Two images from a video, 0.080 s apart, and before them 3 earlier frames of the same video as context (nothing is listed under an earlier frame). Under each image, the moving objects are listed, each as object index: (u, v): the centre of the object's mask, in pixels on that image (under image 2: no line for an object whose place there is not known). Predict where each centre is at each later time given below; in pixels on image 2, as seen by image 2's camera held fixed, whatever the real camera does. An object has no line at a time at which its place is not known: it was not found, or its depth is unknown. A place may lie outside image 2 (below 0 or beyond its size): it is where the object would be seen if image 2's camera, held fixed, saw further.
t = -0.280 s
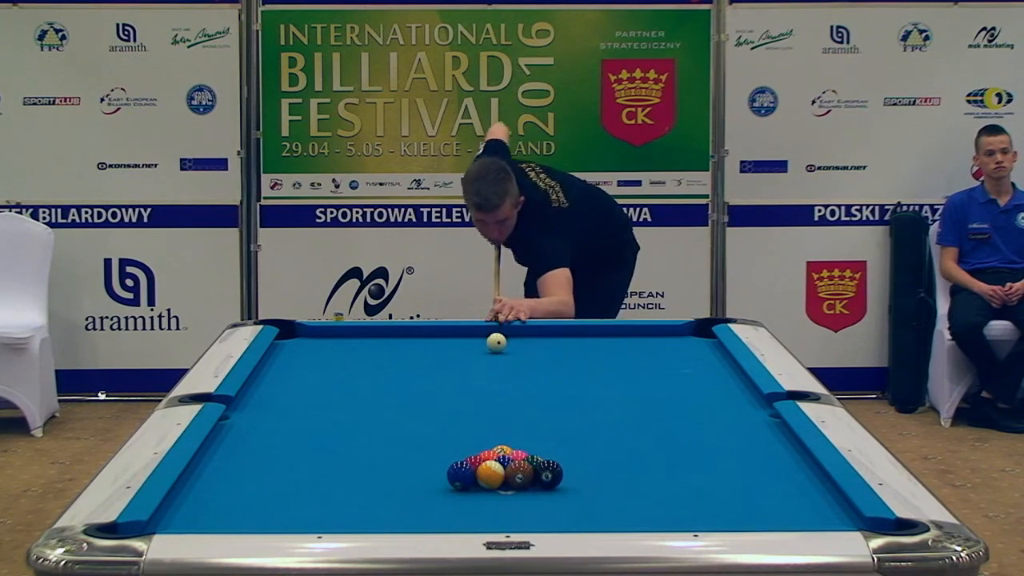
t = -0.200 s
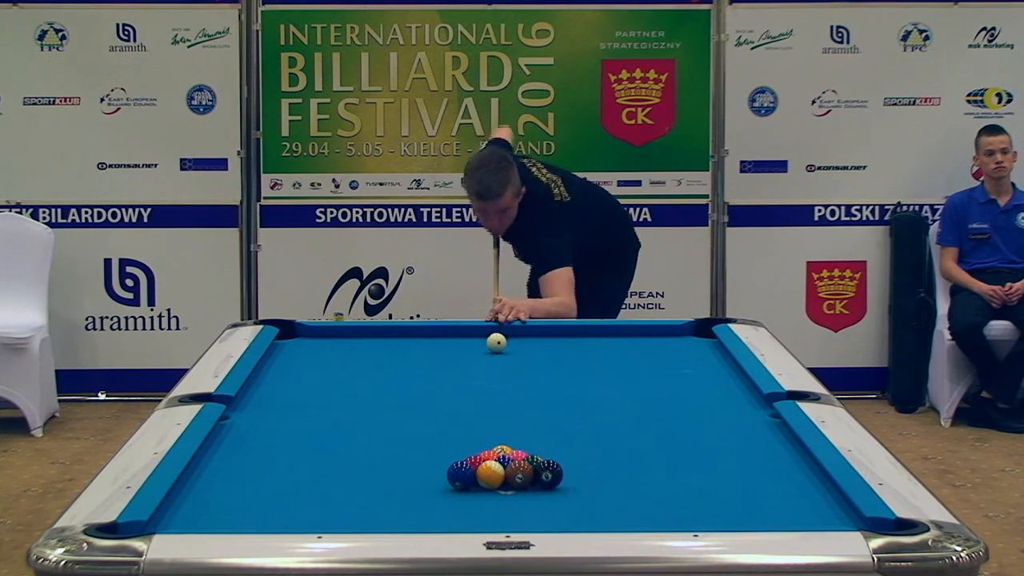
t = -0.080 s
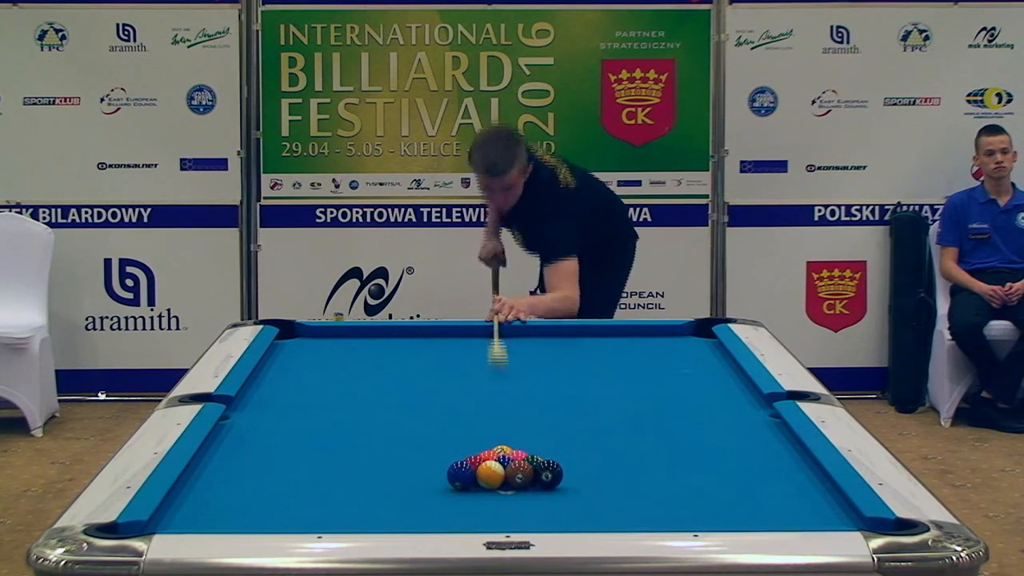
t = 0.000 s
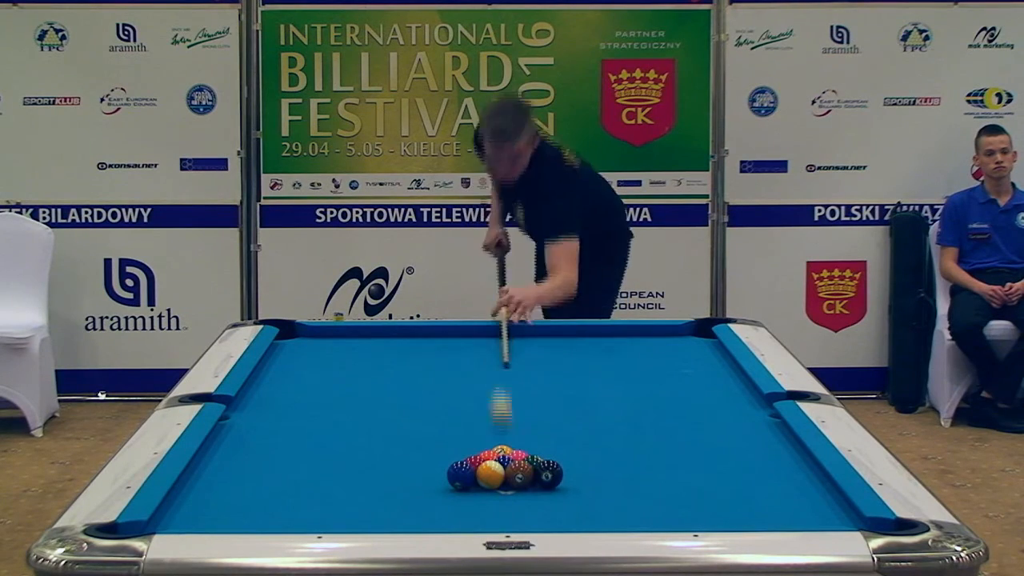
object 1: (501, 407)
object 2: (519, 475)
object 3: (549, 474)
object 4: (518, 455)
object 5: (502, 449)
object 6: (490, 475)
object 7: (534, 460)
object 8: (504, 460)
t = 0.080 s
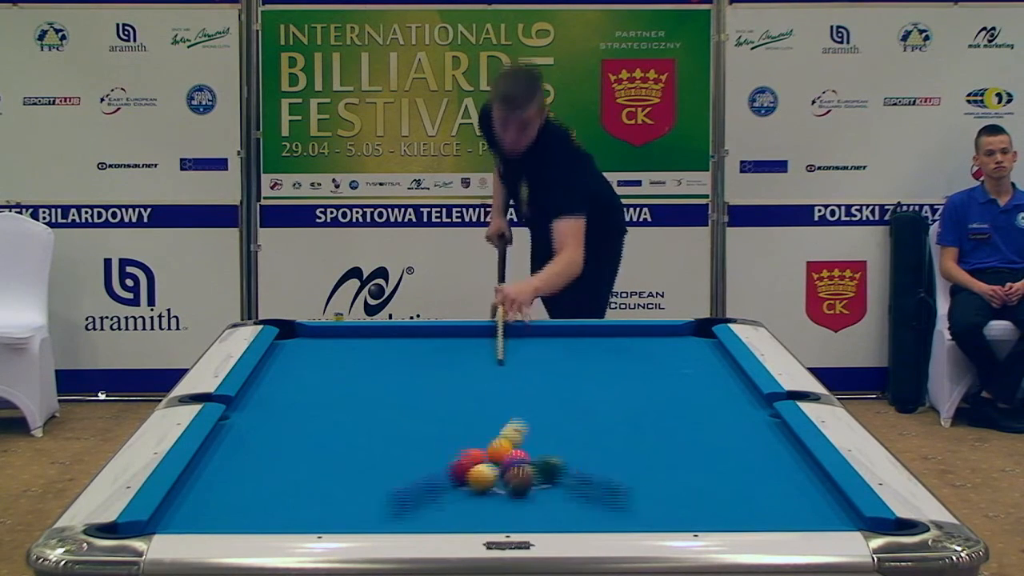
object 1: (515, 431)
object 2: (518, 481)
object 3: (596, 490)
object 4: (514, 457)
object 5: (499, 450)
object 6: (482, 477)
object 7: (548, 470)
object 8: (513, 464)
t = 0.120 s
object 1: (524, 423)
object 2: (517, 490)
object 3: (656, 507)
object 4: (512, 460)
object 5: (496, 449)
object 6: (472, 482)
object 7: (566, 470)
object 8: (536, 472)
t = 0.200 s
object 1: (545, 424)
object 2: (514, 506)
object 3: (762, 516)
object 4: (512, 460)
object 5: (492, 449)
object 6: (455, 488)
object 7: (598, 469)
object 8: (560, 474)
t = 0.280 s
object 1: (566, 421)
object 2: (512, 517)
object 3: (802, 498)
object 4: (509, 459)
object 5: (488, 447)
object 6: (439, 496)
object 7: (627, 469)
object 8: (586, 475)
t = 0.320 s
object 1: (574, 420)
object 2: (510, 520)
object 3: (817, 487)
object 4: (507, 459)
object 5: (486, 445)
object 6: (431, 499)
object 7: (641, 469)
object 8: (599, 475)
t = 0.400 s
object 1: (592, 417)
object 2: (512, 518)
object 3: (775, 469)
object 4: (505, 457)
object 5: (483, 443)
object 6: (414, 507)
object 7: (669, 468)
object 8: (625, 477)
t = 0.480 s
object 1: (608, 412)
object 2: (514, 514)
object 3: (732, 454)
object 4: (503, 455)
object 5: (478, 439)
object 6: (397, 512)
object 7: (697, 468)
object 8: (650, 480)
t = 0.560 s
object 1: (623, 408)
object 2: (517, 506)
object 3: (694, 441)
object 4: (501, 454)
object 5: (475, 436)
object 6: (381, 517)
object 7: (726, 468)
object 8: (676, 480)
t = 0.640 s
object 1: (636, 405)
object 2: (519, 500)
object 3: (659, 429)
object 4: (499, 453)
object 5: (471, 432)
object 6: (363, 521)
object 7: (754, 467)
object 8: (702, 483)
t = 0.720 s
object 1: (650, 402)
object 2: (522, 493)
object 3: (627, 418)
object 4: (498, 452)
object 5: (467, 429)
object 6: (351, 521)
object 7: (780, 467)
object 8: (728, 484)
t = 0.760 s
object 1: (656, 401)
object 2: (523, 490)
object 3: (613, 413)
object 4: (497, 451)
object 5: (465, 428)
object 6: (349, 520)
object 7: (794, 466)
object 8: (740, 485)
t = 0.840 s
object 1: (668, 398)
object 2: (525, 483)
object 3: (584, 403)
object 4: (495, 450)
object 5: (462, 424)
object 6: (342, 518)
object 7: (797, 465)
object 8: (765, 485)
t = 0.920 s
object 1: (680, 395)
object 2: (527, 477)
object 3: (557, 394)
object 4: (493, 449)
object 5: (458, 422)
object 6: (336, 516)
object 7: (780, 463)
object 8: (792, 488)
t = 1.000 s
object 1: (692, 393)
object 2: (529, 471)
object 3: (531, 385)
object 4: (492, 448)
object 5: (455, 419)
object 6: (330, 514)
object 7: (763, 463)
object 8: (816, 489)
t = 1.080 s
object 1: (703, 390)
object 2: (531, 466)
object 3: (507, 377)
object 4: (490, 447)
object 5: (451, 416)
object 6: (324, 512)
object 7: (748, 462)
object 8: (817, 490)
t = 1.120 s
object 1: (708, 389)
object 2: (533, 463)
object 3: (495, 373)
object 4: (490, 446)
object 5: (450, 415)
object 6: (320, 510)
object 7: (740, 462)
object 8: (811, 490)
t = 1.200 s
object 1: (719, 387)
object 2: (534, 458)
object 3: (473, 365)
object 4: (489, 445)
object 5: (446, 412)
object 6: (315, 506)
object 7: (724, 460)
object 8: (796, 491)
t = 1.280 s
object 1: (730, 384)
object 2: (536, 452)
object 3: (452, 359)
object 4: (487, 444)
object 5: (444, 409)
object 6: (310, 503)
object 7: (709, 460)
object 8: (784, 493)
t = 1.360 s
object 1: (739, 382)
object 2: (538, 447)
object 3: (431, 351)
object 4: (486, 443)
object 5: (441, 407)
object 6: (304, 500)
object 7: (695, 459)
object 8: (773, 493)
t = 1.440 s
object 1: (734, 380)
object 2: (539, 443)
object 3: (412, 344)
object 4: (485, 442)
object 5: (438, 404)
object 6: (299, 497)
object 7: (680, 458)
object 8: (759, 492)
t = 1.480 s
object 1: (730, 380)
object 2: (541, 440)
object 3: (403, 341)
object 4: (485, 442)
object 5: (436, 403)
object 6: (296, 496)
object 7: (673, 457)
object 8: (753, 493)
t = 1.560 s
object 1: (723, 378)
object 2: (542, 436)
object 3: (385, 335)
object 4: (483, 441)
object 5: (434, 401)
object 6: (291, 493)
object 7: (659, 456)
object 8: (742, 495)
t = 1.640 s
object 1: (716, 377)
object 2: (544, 431)
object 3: (369, 332)
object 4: (483, 441)
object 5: (431, 399)
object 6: (287, 490)
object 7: (645, 455)
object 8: (732, 495)
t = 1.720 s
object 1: (709, 376)
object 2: (545, 426)
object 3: (335, 335)
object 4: (482, 440)
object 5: (428, 396)
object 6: (282, 487)
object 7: (632, 455)
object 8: (720, 495)
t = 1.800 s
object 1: (702, 374)
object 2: (547, 423)
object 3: (306, 339)
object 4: (481, 440)
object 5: (426, 394)
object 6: (278, 485)
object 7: (619, 454)
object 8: (708, 497)
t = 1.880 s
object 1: (696, 373)
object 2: (548, 419)
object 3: (284, 342)
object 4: (480, 439)
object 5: (424, 392)
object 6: (274, 482)
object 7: (607, 453)
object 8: (698, 498)
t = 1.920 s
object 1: (692, 372)
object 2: (549, 416)
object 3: (293, 344)
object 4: (480, 439)
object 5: (422, 391)
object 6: (271, 481)
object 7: (601, 452)
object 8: (693, 498)
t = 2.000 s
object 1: (686, 371)
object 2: (550, 413)
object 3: (308, 348)
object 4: (479, 438)
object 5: (420, 389)
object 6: (267, 479)
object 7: (588, 452)
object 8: (683, 498)
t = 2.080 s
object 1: (680, 370)
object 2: (552, 409)
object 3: (322, 351)
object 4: (478, 438)
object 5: (418, 387)
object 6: (262, 476)
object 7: (576, 451)
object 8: (672, 499)
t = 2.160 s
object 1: (674, 369)
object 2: (553, 405)
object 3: (335, 355)
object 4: (478, 438)
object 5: (415, 386)
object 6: (258, 474)
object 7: (565, 450)
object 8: (661, 500)
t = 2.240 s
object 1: (668, 368)
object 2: (554, 402)
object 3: (349, 358)
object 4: (477, 437)
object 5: (413, 384)
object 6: (255, 472)
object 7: (553, 449)
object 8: (652, 501)
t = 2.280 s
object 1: (666, 367)
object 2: (555, 400)
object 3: (356, 360)
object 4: (477, 437)
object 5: (413, 383)
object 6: (253, 471)
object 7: (548, 449)
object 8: (648, 501)
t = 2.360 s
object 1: (660, 366)
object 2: (556, 397)
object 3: (370, 364)
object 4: (476, 437)
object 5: (410, 381)
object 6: (249, 469)
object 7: (537, 448)
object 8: (639, 501)
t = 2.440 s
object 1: (655, 365)
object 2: (557, 394)
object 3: (384, 368)
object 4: (475, 437)
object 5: (408, 379)
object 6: (246, 467)
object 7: (526, 448)
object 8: (629, 502)
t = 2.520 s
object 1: (649, 364)
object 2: (558, 391)
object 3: (395, 368)
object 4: (475, 436)
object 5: (406, 378)
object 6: (242, 465)
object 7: (515, 447)
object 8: (620, 503)
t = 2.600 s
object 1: (644, 363)
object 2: (559, 388)
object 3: (419, 372)
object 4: (474, 436)
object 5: (401, 378)
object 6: (238, 463)
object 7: (505, 446)
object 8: (611, 504)
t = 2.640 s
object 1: (641, 363)
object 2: (560, 386)
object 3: (427, 373)
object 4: (475, 436)
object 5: (398, 380)
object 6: (236, 462)
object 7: (500, 446)
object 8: (607, 504)
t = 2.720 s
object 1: (637, 362)
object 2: (561, 383)
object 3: (445, 373)
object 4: (473, 435)
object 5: (392, 382)
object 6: (233, 461)
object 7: (491, 446)
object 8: (599, 503)
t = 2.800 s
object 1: (632, 361)
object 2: (562, 381)
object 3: (462, 372)
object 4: (472, 433)
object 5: (386, 384)
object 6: (229, 459)
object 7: (481, 445)
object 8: (590, 505)
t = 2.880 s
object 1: (627, 360)
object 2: (562, 378)
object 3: (479, 372)
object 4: (477, 430)
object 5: (381, 386)
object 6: (226, 458)
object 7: (471, 445)
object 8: (581, 504)
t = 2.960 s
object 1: (623, 359)
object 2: (563, 375)
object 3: (496, 372)
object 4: (477, 435)
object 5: (375, 388)
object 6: (223, 456)
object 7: (461, 444)
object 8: (573, 505)
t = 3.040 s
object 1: (618, 359)
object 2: (564, 372)
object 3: (516, 372)
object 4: (475, 436)
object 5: (369, 390)
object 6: (220, 455)
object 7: (452, 443)
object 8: (565, 506)
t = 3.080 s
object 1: (616, 358)
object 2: (565, 371)
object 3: (524, 372)
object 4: (474, 436)
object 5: (366, 391)
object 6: (218, 454)
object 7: (448, 443)
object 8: (562, 507)
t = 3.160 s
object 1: (613, 358)
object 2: (565, 369)
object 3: (540, 371)
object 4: (474, 436)
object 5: (360, 393)
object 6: (215, 453)
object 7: (439, 442)
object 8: (556, 507)
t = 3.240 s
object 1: (609, 357)
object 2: (569, 365)
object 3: (556, 372)
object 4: (474, 436)
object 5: (355, 394)
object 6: (213, 451)
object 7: (431, 442)
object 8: (549, 507)
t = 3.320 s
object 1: (605, 356)
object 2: (564, 361)
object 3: (574, 372)
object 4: (474, 435)
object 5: (350, 396)
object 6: (212, 450)
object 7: (423, 442)
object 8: (542, 507)
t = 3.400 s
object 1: (602, 354)
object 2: (567, 362)
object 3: (591, 371)
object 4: (475, 436)
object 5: (344, 398)
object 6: (214, 449)
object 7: (414, 441)
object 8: (534, 508)
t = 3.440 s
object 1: (599, 353)
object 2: (568, 361)
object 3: (600, 370)
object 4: (475, 436)
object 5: (341, 399)
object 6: (216, 449)
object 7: (411, 441)
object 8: (531, 508)
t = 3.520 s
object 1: (596, 355)
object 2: (569, 358)
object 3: (615, 371)
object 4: (474, 436)
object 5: (336, 401)
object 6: (218, 448)
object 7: (403, 440)
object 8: (525, 509)
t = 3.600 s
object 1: (592, 354)
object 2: (570, 356)
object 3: (631, 371)
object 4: (475, 436)
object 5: (331, 402)
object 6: (220, 447)
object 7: (396, 440)
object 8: (519, 509)
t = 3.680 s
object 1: (591, 354)
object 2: (570, 355)
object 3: (647, 371)
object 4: (474, 436)
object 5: (325, 404)
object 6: (223, 445)
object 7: (388, 439)
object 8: (513, 510)
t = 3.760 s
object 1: (591, 353)
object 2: (567, 353)
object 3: (661, 371)
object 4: (474, 436)
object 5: (320, 406)
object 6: (225, 445)
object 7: (381, 439)
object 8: (508, 510)
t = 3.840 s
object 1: (592, 352)
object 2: (565, 352)
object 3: (677, 371)
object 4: (474, 436)
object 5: (315, 407)
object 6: (226, 445)
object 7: (375, 438)
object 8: (503, 510)
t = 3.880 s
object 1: (592, 352)
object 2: (564, 352)
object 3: (685, 371)
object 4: (474, 436)
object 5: (313, 408)
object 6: (227, 444)
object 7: (371, 438)
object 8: (501, 510)
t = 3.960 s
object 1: (593, 351)
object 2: (563, 351)
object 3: (699, 371)
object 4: (474, 436)
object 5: (308, 410)
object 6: (229, 444)
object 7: (365, 438)
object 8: (495, 510)
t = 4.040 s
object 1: (593, 351)
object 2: (562, 350)
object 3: (715, 371)
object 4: (474, 436)
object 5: (303, 411)
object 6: (231, 443)
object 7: (359, 438)
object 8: (490, 510)
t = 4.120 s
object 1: (594, 350)
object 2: (561, 349)
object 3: (730, 371)
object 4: (474, 436)
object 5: (298, 413)
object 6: (232, 443)
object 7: (353, 437)
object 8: (485, 510)
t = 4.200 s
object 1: (594, 349)
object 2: (560, 348)
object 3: (725, 370)
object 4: (474, 436)
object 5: (293, 415)
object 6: (233, 442)
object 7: (347, 437)
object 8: (480, 510)
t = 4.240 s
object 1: (594, 349)
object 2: (559, 348)
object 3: (721, 370)
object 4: (475, 436)
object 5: (291, 415)
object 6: (234, 442)
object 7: (344, 437)
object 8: (478, 511)
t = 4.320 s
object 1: (595, 348)
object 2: (558, 347)
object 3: (714, 369)
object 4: (475, 436)
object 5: (286, 417)
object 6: (235, 441)
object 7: (339, 437)
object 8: (474, 511)
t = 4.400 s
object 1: (595, 348)
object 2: (557, 346)
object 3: (707, 369)
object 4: (475, 436)
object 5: (281, 418)
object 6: (236, 441)
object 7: (333, 436)
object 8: (471, 512)
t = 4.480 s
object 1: (596, 348)
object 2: (556, 346)
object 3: (700, 368)
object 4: (475, 436)
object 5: (276, 420)
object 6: (236, 441)
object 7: (328, 436)
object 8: (468, 512)
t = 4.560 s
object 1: (597, 347)
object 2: (554, 345)
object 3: (694, 368)
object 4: (475, 436)
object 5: (272, 421)
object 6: (237, 440)
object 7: (323, 436)
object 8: (465, 512)
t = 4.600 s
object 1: (597, 347)
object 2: (554, 344)
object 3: (690, 367)
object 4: (474, 436)
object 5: (269, 422)
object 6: (237, 440)
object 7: (321, 435)
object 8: (463, 512)
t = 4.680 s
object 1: (597, 347)
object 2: (553, 344)
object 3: (683, 367)
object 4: (474, 436)
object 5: (265, 424)
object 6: (237, 440)
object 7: (316, 435)
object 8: (461, 512)
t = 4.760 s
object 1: (597, 346)
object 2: (552, 343)
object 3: (677, 367)
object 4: (474, 436)
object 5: (261, 425)
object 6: (238, 440)
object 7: (312, 435)
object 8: (458, 512)
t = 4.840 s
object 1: (597, 346)
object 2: (551, 343)
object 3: (671, 367)
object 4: (474, 436)
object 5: (257, 426)
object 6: (238, 440)
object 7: (308, 435)
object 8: (456, 512)
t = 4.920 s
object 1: (598, 346)
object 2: (550, 342)
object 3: (665, 366)
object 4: (474, 436)
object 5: (254, 426)
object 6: (238, 440)
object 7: (304, 434)
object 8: (454, 512)
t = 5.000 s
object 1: (598, 346)
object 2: (550, 342)
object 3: (660, 365)
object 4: (474, 436)
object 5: (251, 426)
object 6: (238, 440)
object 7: (301, 434)
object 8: (452, 512)
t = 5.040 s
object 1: (598, 346)
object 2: (549, 341)
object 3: (657, 365)
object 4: (474, 436)
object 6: (238, 440)
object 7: (299, 434)
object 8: (451, 512)
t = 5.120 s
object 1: (598, 345)
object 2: (548, 340)
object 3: (651, 365)
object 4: (474, 436)
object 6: (239, 440)
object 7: (296, 434)
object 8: (449, 512)
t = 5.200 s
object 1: (598, 345)
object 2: (548, 340)
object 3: (646, 365)
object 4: (474, 436)
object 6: (238, 440)
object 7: (293, 434)
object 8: (448, 512)
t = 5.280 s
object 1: (597, 345)
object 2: (547, 340)
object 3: (641, 364)
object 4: (474, 436)
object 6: (238, 440)
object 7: (290, 433)
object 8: (447, 512)
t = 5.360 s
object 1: (597, 345)
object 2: (546, 339)
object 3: (636, 364)
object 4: (475, 436)
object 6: (238, 440)
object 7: (287, 433)
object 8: (446, 512)
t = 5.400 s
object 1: (597, 345)
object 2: (546, 339)
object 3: (634, 364)
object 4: (475, 436)
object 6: (238, 440)
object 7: (285, 433)
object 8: (446, 513)
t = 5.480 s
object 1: (597, 345)
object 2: (545, 338)
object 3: (629, 363)
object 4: (475, 436)
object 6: (238, 440)
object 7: (283, 433)
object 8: (445, 513)
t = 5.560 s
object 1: (597, 345)
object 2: (545, 338)
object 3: (625, 363)
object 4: (475, 436)
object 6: (239, 441)
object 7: (281, 433)
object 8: (445, 513)
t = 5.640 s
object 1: (597, 345)
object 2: (544, 338)
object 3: (621, 363)
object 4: (475, 436)
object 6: (239, 441)
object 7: (279, 433)
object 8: (445, 512)
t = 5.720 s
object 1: (597, 345)
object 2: (543, 337)
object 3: (617, 363)
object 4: (475, 436)
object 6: (240, 441)
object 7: (277, 433)
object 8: (445, 512)
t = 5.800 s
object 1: (596, 344)
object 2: (543, 337)
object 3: (613, 362)
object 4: (475, 436)
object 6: (240, 441)
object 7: (275, 432)
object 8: (445, 512)
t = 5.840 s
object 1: (596, 344)
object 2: (543, 337)
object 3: (612, 362)
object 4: (475, 436)
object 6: (240, 442)
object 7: (275, 433)
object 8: (445, 512)
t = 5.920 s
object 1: (596, 344)
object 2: (542, 337)
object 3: (608, 362)
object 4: (474, 436)
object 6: (241, 442)
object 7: (274, 432)
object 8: (445, 512)
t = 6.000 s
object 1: (596, 344)
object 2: (541, 336)
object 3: (604, 362)
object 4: (474, 436)
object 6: (242, 442)
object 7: (273, 433)
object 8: (445, 512)
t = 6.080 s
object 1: (596, 344)
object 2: (541, 336)
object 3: (601, 362)
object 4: (474, 436)
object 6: (242, 442)
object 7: (272, 432)
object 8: (445, 512)
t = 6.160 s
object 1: (596, 343)
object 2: (540, 336)
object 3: (598, 361)
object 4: (475, 436)
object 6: (243, 442)
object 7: (271, 432)
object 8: (445, 512)
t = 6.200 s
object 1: (596, 343)
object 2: (540, 336)
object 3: (597, 361)
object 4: (475, 436)
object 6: (243, 442)
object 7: (271, 432)
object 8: (445, 512)
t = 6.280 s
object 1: (596, 343)
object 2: (539, 336)
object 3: (594, 361)
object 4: (475, 436)
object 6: (243, 442)
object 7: (271, 432)
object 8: (445, 512)
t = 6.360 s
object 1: (596, 343)
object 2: (539, 336)
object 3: (591, 361)
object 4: (475, 436)
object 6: (243, 442)
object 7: (271, 432)
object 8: (445, 512)
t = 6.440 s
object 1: (597, 344)
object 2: (538, 336)
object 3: (589, 361)
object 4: (474, 436)
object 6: (243, 442)
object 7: (271, 432)
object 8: (445, 512)
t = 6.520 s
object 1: (597, 344)
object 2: (538, 335)
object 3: (586, 361)
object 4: (474, 436)
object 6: (243, 442)
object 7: (271, 432)
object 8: (445, 512)
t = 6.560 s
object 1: (597, 344)
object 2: (538, 335)
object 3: (585, 361)
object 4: (474, 436)
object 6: (243, 442)
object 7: (271, 432)
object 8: (445, 512)
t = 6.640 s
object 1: (596, 345)
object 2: (538, 335)
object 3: (583, 361)
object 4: (474, 436)
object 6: (243, 442)
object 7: (271, 432)
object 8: (445, 512)
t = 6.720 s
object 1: (596, 345)
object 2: (537, 335)
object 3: (582, 360)
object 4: (474, 436)
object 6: (243, 442)
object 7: (271, 432)
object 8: (445, 512)
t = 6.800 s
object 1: (596, 345)
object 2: (537, 335)
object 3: (580, 361)
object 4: (475, 436)
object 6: (243, 442)
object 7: (271, 432)
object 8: (445, 512)
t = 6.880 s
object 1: (596, 345)
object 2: (537, 335)
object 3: (579, 360)
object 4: (475, 436)
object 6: (243, 442)
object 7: (271, 432)
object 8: (445, 512)
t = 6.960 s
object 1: (596, 345)
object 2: (537, 335)
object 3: (577, 360)
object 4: (475, 436)
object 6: (243, 442)
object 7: (271, 432)
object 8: (445, 512)
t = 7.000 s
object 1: (596, 345)
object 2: (537, 335)
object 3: (577, 360)
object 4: (474, 436)
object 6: (243, 442)
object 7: (271, 432)
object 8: (445, 512)
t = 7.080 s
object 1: (596, 345)
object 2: (537, 335)
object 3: (576, 360)
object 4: (474, 436)
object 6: (243, 442)
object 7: (271, 432)
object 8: (445, 512)
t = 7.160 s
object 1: (596, 345)
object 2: (537, 335)
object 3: (575, 360)
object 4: (474, 436)
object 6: (243, 442)
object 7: (271, 432)
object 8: (445, 512)
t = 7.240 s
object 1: (596, 345)
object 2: (537, 335)
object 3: (575, 360)
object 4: (474, 436)
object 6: (243, 442)
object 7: (271, 432)
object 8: (445, 512)
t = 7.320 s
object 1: (596, 345)
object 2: (537, 335)
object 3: (574, 360)
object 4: (474, 436)
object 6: (243, 442)
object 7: (271, 432)
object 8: (445, 512)
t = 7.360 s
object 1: (596, 345)
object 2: (537, 335)
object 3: (574, 360)
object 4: (474, 436)
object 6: (243, 442)
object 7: (271, 432)
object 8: (445, 512)
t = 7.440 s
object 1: (596, 345)
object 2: (537, 335)
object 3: (574, 360)
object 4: (474, 436)
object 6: (243, 442)
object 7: (271, 432)
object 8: (445, 512)
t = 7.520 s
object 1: (596, 345)
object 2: (538, 335)
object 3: (574, 360)
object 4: (474, 436)
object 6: (243, 442)
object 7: (271, 432)
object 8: (445, 512)
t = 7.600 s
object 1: (596, 345)
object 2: (538, 335)
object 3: (574, 360)
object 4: (474, 436)
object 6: (243, 442)
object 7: (271, 432)
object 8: (445, 512)
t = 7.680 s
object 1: (596, 345)
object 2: (537, 335)
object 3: (574, 360)
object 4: (474, 436)
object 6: (243, 442)
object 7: (271, 432)
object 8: (445, 512)
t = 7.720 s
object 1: (597, 345)
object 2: (538, 335)
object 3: (574, 360)
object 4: (474, 436)
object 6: (243, 442)
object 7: (271, 432)
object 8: (445, 512)
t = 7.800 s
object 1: (597, 345)
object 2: (538, 335)
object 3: (574, 360)
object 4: (474, 436)
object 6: (243, 442)
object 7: (271, 432)
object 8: (445, 512)
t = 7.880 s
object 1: (596, 345)
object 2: (538, 335)
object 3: (574, 360)
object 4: (474, 436)
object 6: (243, 442)
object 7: (271, 432)
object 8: (445, 512)
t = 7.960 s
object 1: (596, 345)
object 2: (538, 335)
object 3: (574, 360)
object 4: (474, 436)
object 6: (243, 442)
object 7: (271, 432)
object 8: (445, 512)
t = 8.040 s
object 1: (596, 345)
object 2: (538, 335)
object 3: (574, 360)
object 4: (474, 436)
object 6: (243, 442)
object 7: (271, 432)
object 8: (445, 512)
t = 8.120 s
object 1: (596, 345)
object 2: (538, 335)
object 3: (574, 360)
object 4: (474, 436)
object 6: (243, 442)
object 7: (271, 432)
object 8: (445, 512)
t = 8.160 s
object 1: (596, 345)
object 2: (538, 335)
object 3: (574, 360)
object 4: (474, 436)
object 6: (243, 442)
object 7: (271, 432)
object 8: (445, 512)
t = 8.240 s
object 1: (597, 345)
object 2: (538, 335)
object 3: (574, 360)
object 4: (474, 436)
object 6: (243, 442)
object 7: (271, 432)
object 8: (445, 512)
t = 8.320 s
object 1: (597, 345)
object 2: (538, 335)
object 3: (574, 360)
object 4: (474, 436)
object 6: (243, 442)
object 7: (271, 433)
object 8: (445, 512)
